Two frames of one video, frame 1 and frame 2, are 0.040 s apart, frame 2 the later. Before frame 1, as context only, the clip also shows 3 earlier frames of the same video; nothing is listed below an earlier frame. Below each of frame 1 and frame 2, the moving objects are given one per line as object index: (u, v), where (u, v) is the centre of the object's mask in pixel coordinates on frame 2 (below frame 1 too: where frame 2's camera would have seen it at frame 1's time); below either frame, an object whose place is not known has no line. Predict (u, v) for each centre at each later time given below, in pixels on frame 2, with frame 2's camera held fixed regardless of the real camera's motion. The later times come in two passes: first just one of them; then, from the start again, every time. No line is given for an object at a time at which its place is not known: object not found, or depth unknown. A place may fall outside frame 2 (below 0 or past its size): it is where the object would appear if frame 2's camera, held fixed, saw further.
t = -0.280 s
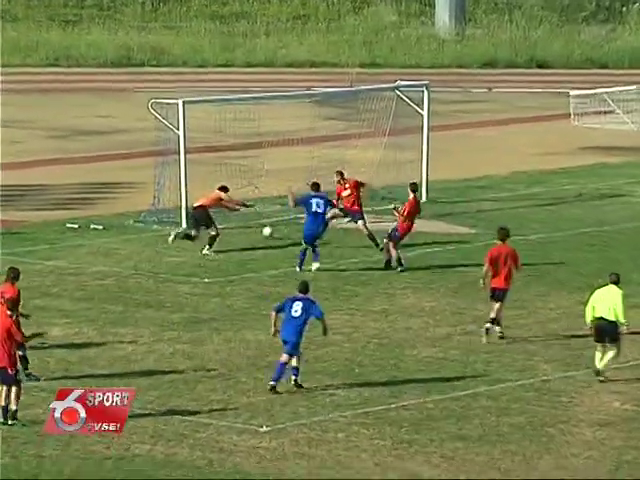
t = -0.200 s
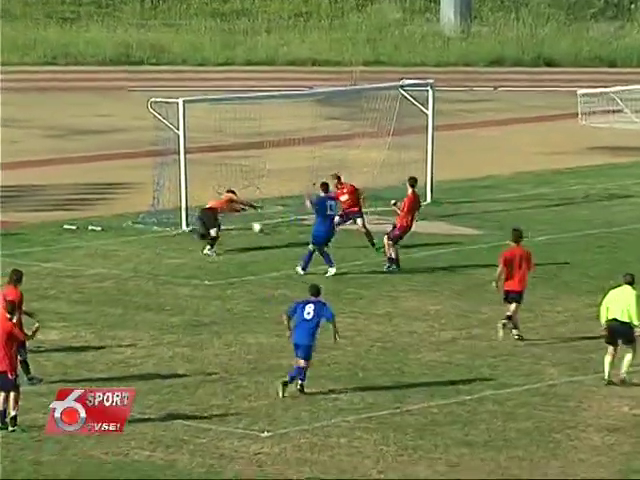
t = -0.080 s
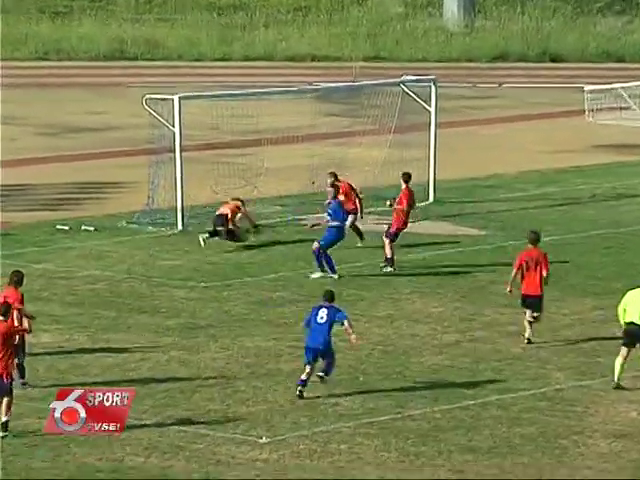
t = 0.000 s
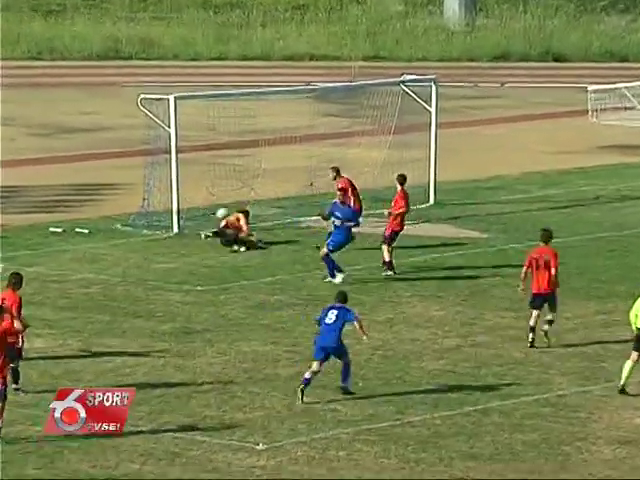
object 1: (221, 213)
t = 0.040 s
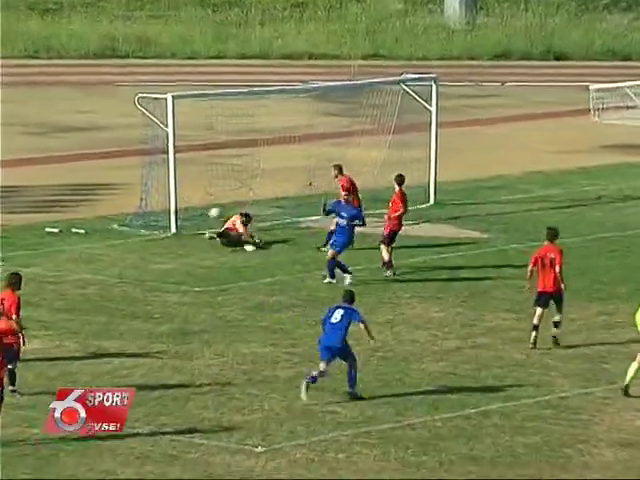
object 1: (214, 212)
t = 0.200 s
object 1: (198, 198)
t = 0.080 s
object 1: (207, 212)
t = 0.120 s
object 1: (204, 207)
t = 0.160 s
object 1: (200, 201)
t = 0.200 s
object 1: (198, 198)
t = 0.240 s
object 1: (199, 193)
